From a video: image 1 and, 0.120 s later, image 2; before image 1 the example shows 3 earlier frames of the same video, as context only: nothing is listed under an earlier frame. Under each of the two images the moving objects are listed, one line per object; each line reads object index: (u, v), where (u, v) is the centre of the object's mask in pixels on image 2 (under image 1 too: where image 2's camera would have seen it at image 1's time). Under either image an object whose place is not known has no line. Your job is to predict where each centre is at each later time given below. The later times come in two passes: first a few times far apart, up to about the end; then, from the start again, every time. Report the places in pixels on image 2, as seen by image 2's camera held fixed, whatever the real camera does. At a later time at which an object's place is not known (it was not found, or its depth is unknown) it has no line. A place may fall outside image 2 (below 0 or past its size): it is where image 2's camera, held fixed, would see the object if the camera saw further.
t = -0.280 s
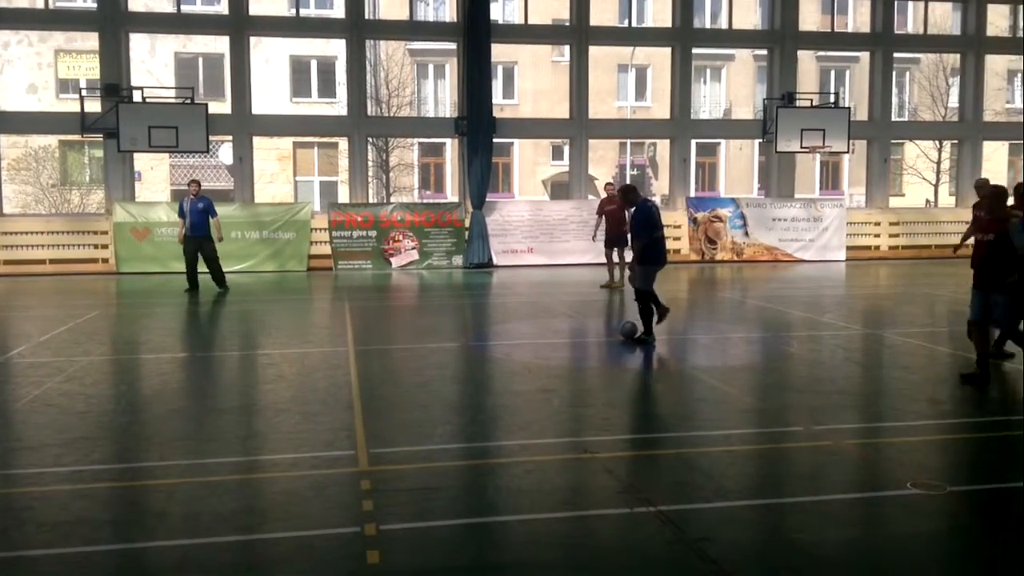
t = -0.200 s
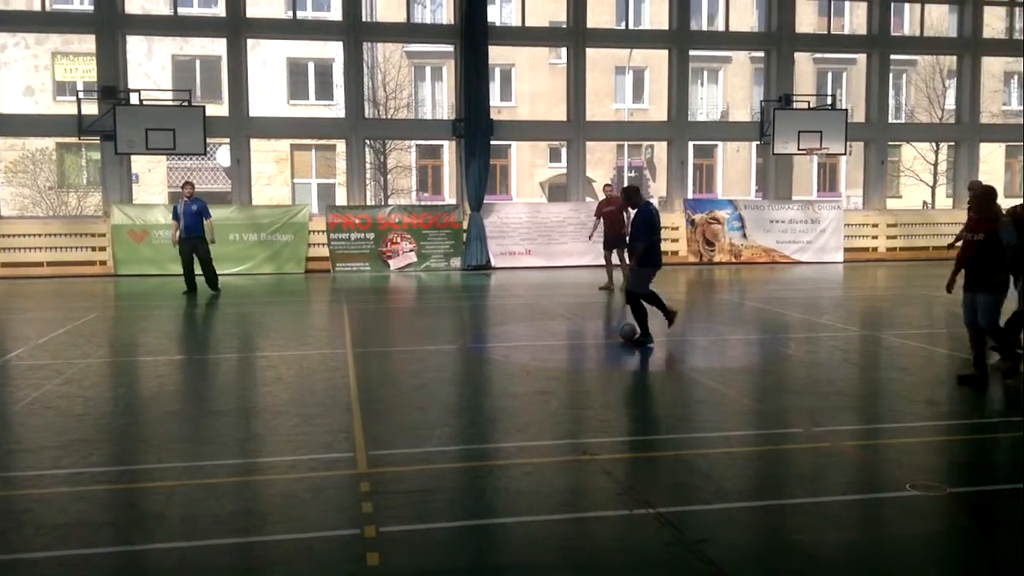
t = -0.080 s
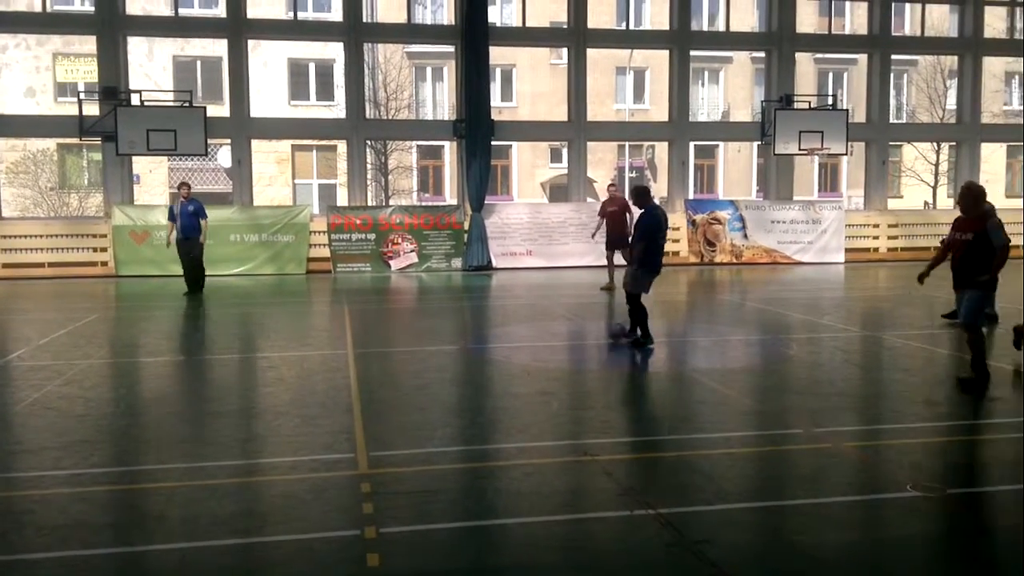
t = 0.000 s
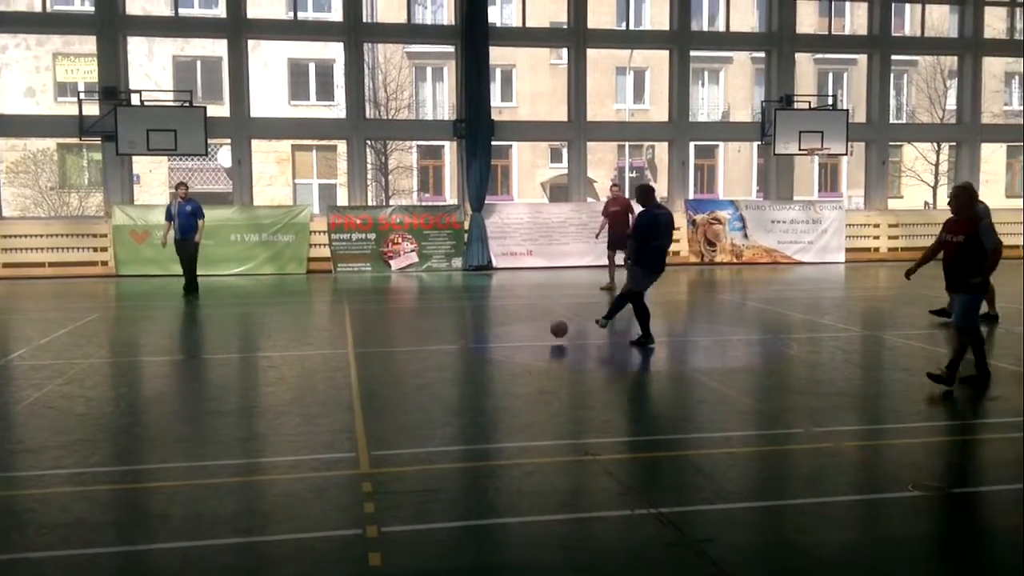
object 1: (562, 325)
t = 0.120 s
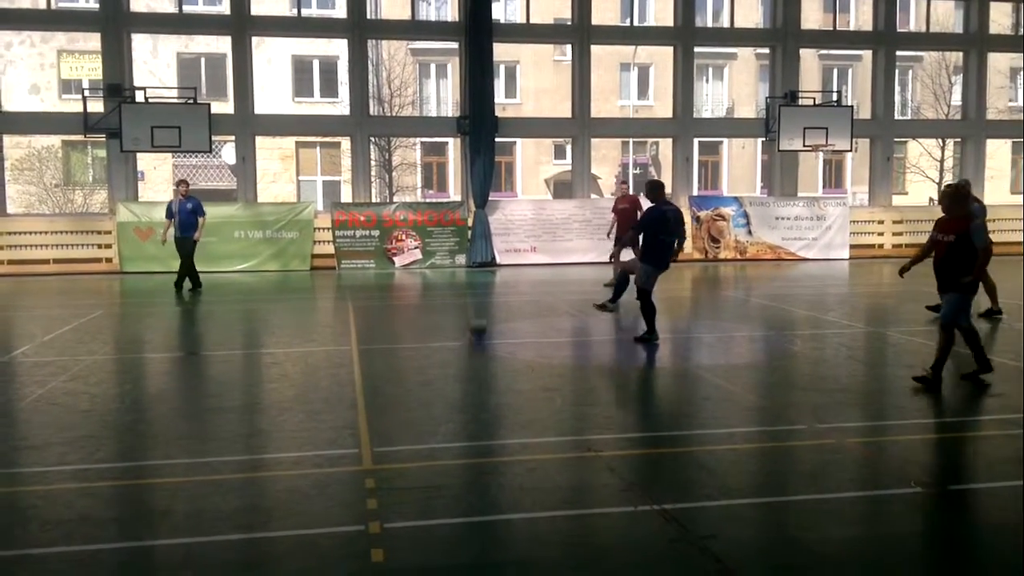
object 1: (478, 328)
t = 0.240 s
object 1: (403, 331)
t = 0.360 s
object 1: (332, 331)
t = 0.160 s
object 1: (452, 331)
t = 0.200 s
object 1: (427, 332)
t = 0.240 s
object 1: (403, 331)
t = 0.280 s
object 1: (379, 333)
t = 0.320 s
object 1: (355, 331)
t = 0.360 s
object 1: (332, 331)
